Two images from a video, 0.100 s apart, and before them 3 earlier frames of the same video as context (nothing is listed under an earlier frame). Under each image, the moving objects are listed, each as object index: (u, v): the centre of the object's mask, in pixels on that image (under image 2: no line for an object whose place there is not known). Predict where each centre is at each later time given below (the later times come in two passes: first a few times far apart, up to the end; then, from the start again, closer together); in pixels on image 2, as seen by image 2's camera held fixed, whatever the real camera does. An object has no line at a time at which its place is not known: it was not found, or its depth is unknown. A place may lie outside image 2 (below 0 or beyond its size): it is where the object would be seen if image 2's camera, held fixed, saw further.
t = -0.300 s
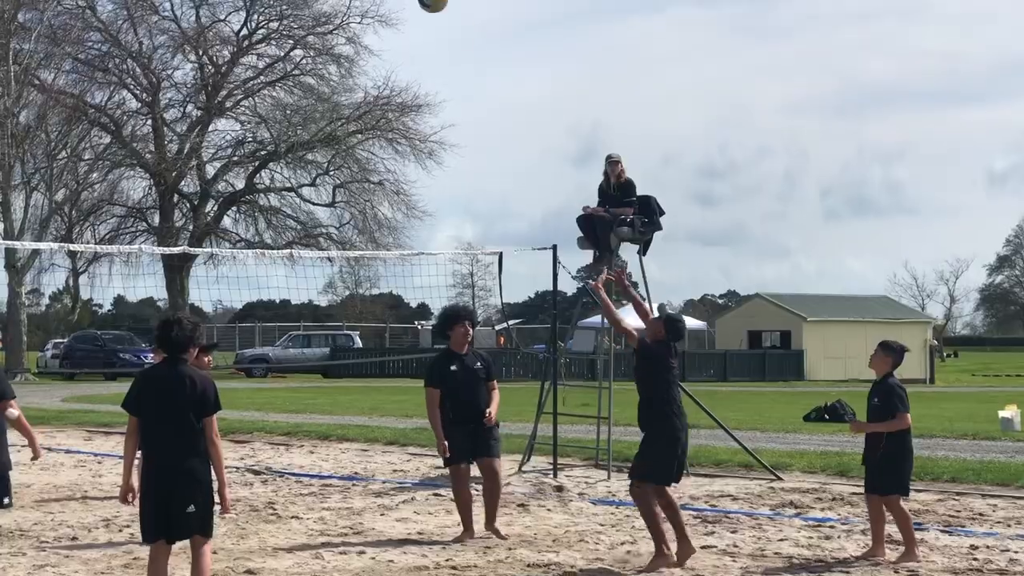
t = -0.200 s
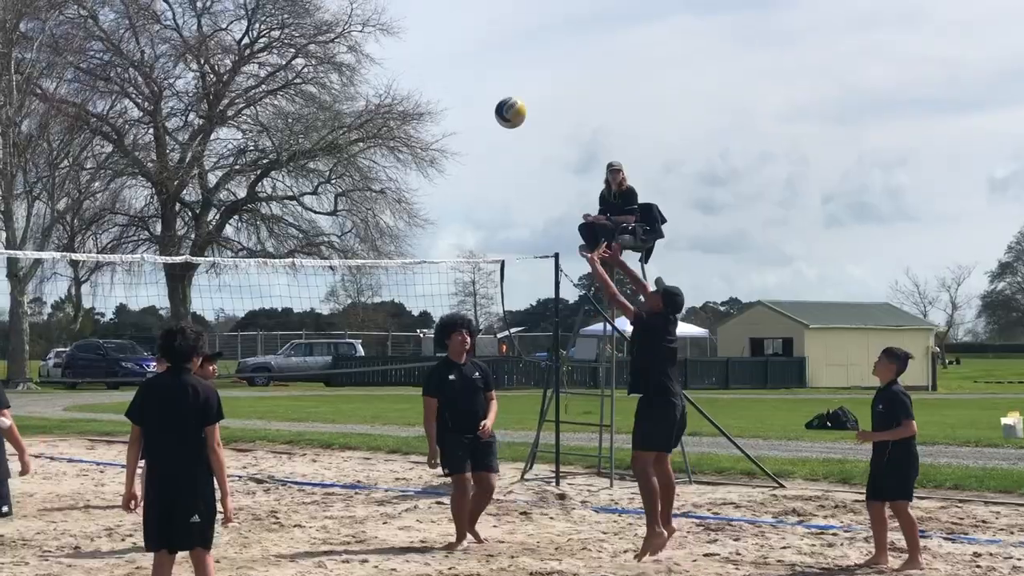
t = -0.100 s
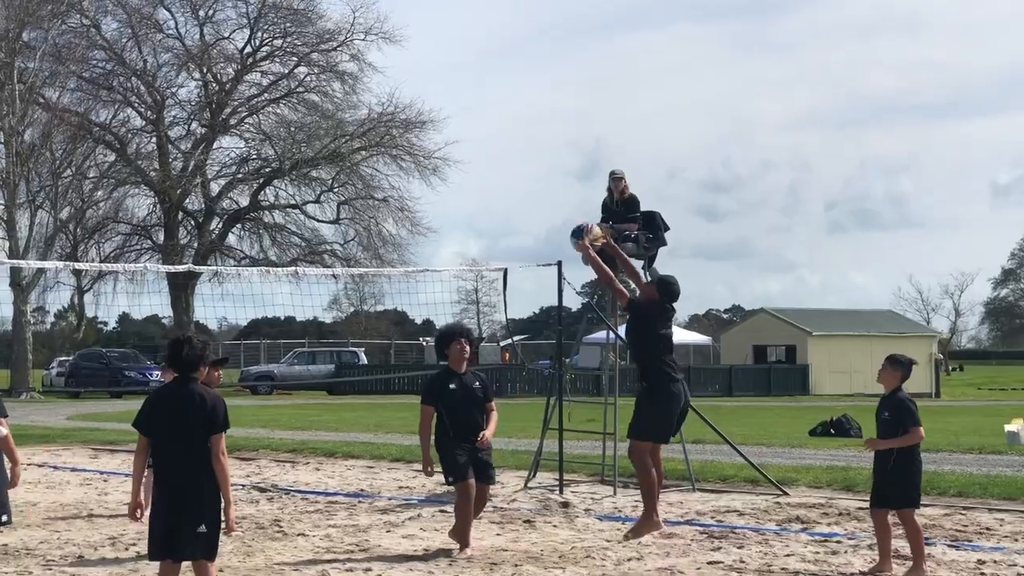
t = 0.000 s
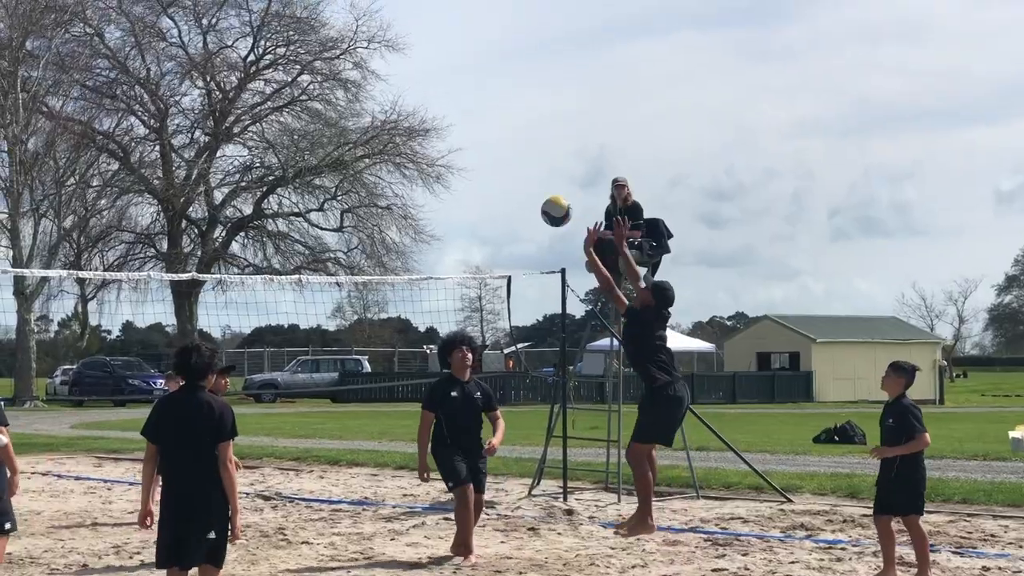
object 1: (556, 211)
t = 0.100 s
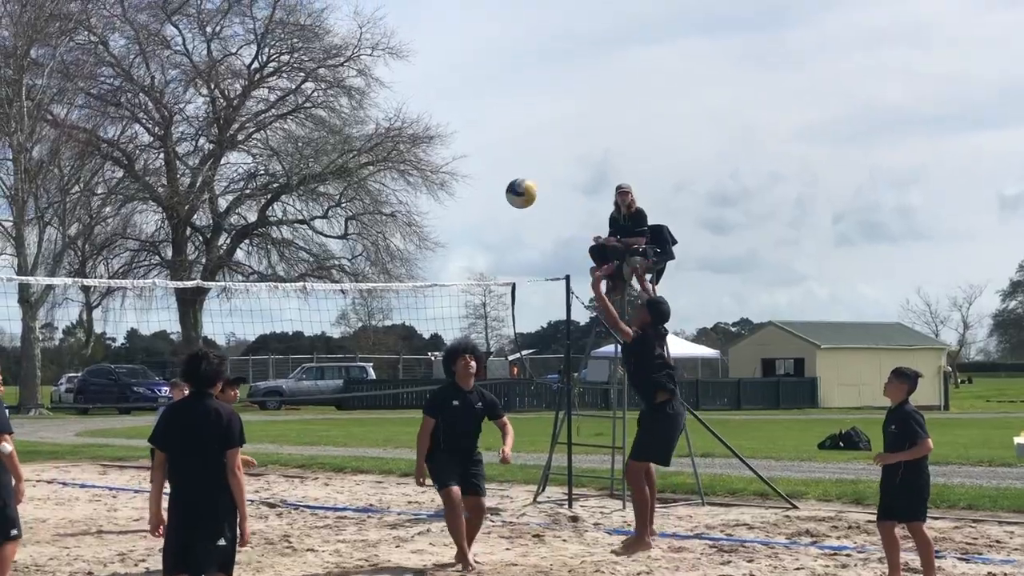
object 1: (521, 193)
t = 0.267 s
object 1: (459, 186)
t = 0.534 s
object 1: (366, 254)
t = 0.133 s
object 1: (508, 189)
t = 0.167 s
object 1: (496, 186)
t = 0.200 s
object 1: (483, 184)
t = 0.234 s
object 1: (471, 184)
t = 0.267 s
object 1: (459, 186)
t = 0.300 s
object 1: (446, 189)
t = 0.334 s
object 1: (435, 194)
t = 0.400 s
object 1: (411, 208)
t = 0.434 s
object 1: (400, 217)
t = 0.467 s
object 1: (389, 228)
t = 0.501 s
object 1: (377, 241)
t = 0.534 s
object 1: (366, 254)
